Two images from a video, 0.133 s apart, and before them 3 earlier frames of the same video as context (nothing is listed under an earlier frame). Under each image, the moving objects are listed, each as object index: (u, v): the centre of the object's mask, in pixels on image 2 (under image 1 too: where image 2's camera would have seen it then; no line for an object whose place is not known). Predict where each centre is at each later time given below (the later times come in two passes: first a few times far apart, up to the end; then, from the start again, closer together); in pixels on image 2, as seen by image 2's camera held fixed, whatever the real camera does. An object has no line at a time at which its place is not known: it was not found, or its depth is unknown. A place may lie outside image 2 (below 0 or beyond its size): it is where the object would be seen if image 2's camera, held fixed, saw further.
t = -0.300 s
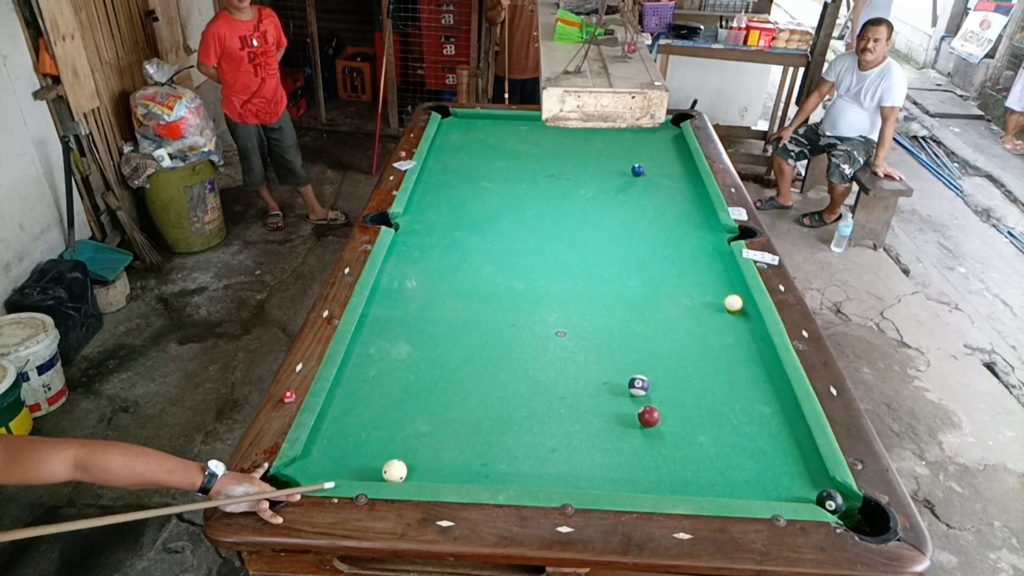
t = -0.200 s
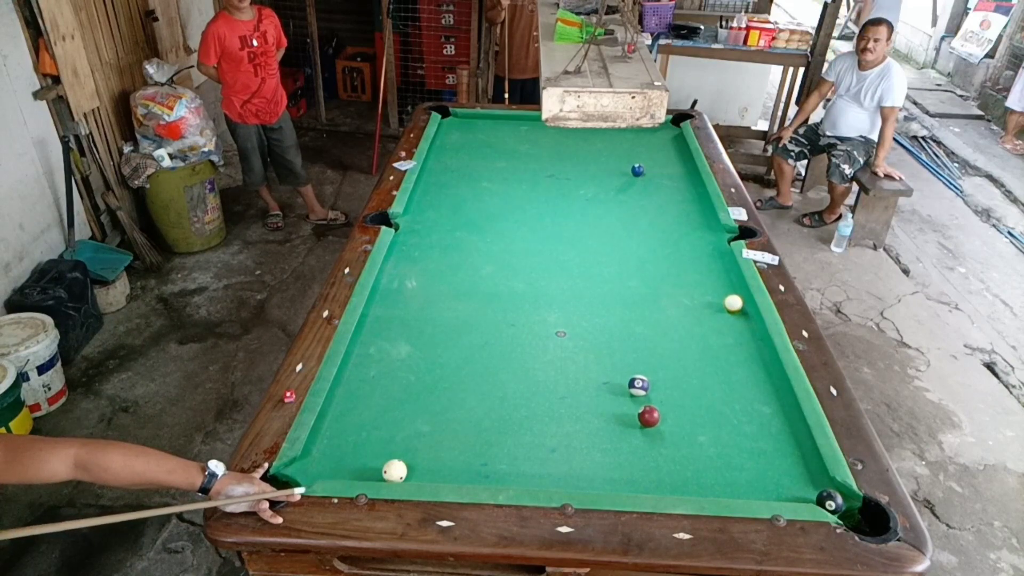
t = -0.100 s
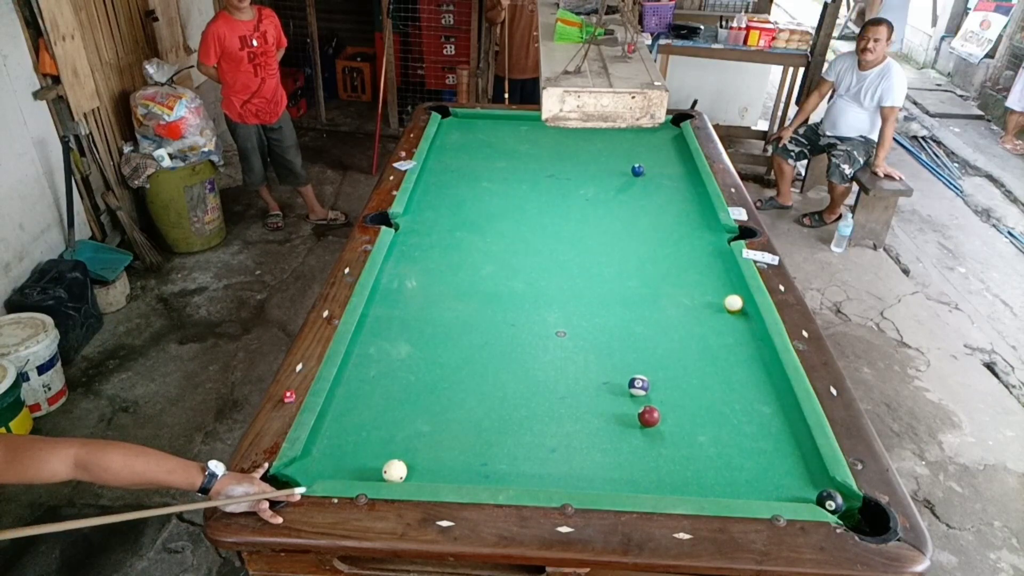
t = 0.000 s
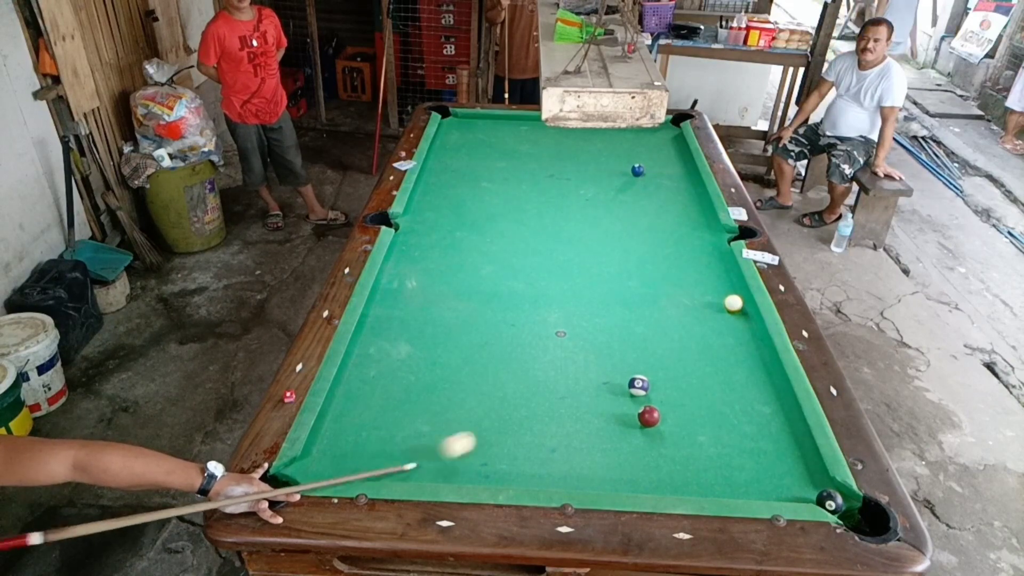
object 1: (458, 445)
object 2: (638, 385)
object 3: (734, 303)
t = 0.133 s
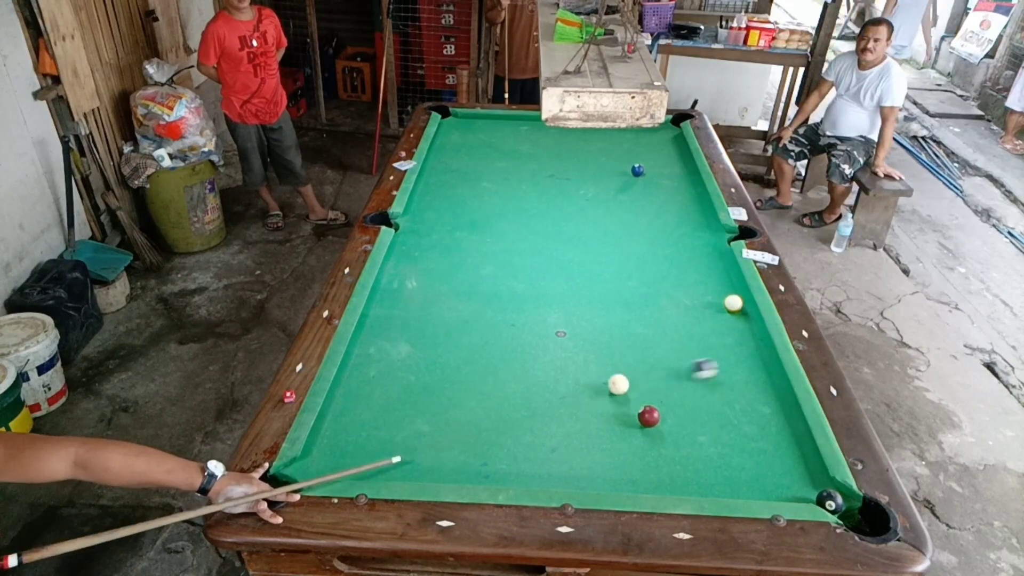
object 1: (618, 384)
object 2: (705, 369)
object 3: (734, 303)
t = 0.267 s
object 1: (610, 369)
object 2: (697, 327)
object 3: (734, 303)
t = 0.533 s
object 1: (594, 340)
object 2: (495, 297)
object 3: (734, 303)
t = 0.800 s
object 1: (581, 316)
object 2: (415, 278)
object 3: (734, 303)
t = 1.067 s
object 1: (569, 294)
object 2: (488, 288)
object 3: (734, 303)
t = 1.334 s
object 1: (559, 275)
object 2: (560, 294)
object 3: (733, 303)
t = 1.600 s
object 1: (551, 258)
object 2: (630, 301)
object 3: (734, 303)
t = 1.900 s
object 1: (542, 242)
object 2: (709, 309)
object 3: (734, 303)
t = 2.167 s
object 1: (536, 228)
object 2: (751, 324)
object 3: (743, 296)
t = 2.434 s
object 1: (530, 217)
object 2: (731, 333)
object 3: (732, 292)
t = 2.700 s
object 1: (525, 206)
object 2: (713, 340)
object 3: (723, 288)
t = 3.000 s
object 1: (520, 195)
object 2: (692, 350)
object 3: (714, 284)
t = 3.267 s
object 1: (516, 187)
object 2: (676, 357)
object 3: (708, 281)
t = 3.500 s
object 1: (514, 181)
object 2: (662, 362)
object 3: (703, 279)
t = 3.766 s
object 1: (511, 174)
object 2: (647, 369)
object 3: (699, 277)
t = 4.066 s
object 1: (508, 168)
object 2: (633, 375)
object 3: (696, 276)
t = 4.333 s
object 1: (506, 163)
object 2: (622, 379)
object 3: (695, 276)
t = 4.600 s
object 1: (504, 159)
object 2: (612, 383)
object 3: (695, 276)
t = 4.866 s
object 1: (502, 156)
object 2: (603, 387)
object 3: (695, 276)
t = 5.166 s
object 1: (500, 152)
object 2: (597, 389)
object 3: (695, 276)
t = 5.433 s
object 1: (499, 150)
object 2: (592, 390)
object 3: (695, 276)
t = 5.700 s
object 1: (498, 148)
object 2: (590, 391)
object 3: (695, 276)
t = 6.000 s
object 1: (497, 147)
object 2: (590, 391)
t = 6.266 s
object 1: (497, 146)
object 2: (590, 391)
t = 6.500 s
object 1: (496, 146)
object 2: (590, 391)
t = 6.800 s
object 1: (496, 145)
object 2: (590, 391)
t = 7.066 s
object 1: (496, 145)
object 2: (590, 391)
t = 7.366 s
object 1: (496, 145)
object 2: (590, 391)
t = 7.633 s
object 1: (496, 145)
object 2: (590, 391)
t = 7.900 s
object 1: (496, 145)
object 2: (590, 391)
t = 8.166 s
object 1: (496, 145)
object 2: (590, 391)
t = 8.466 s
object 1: (496, 145)
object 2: (590, 391)
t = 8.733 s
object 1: (496, 145)
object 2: (590, 391)
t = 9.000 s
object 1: (496, 145)
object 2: (590, 391)
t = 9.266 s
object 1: (496, 145)
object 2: (590, 391)
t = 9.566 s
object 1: (496, 145)
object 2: (590, 391)
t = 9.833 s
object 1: (496, 145)
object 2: (590, 391)
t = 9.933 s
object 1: (496, 145)
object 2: (590, 391)
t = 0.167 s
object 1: (616, 381)
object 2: (753, 357)
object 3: (734, 303)
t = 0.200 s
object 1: (614, 377)
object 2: (756, 347)
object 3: (734, 303)
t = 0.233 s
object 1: (612, 373)
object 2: (726, 334)
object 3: (733, 303)
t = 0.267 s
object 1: (610, 369)
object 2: (697, 327)
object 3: (734, 303)
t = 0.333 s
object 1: (606, 361)
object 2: (637, 320)
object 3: (734, 303)
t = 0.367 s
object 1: (604, 358)
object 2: (610, 318)
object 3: (734, 303)
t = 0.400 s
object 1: (602, 354)
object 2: (586, 311)
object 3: (734, 303)
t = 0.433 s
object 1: (599, 350)
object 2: (562, 309)
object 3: (734, 303)
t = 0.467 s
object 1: (598, 347)
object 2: (539, 304)
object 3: (734, 303)
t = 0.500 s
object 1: (596, 344)
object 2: (516, 301)
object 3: (734, 303)
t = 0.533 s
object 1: (594, 340)
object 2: (495, 297)
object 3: (734, 303)
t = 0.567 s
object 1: (592, 337)
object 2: (472, 293)
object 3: (734, 303)
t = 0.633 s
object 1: (589, 331)
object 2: (430, 284)
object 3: (734, 303)
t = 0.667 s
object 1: (587, 328)
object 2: (409, 281)
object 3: (734, 303)
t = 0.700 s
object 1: (586, 324)
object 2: (389, 277)
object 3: (734, 303)
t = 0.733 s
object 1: (584, 321)
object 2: (391, 276)
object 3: (734, 303)
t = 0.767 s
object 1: (582, 318)
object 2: (404, 277)
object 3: (734, 303)
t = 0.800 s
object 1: (581, 316)
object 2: (415, 278)
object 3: (734, 303)
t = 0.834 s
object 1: (579, 313)
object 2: (426, 280)
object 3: (734, 303)
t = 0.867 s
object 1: (578, 310)
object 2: (435, 282)
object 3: (734, 303)
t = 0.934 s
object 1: (575, 304)
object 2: (453, 283)
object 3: (734, 303)
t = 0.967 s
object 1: (573, 302)
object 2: (462, 285)
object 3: (734, 303)
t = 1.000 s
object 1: (572, 299)
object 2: (470, 285)
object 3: (734, 303)
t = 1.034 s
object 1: (570, 297)
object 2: (480, 286)
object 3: (734, 303)
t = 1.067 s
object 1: (569, 294)
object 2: (488, 288)
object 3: (734, 303)
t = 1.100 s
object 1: (568, 292)
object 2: (497, 288)
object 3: (734, 303)
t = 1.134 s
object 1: (566, 289)
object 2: (506, 289)
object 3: (734, 303)
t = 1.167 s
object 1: (565, 287)
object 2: (515, 290)
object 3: (734, 303)
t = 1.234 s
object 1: (563, 282)
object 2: (533, 292)
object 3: (733, 303)
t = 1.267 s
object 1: (562, 280)
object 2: (541, 293)
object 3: (733, 303)
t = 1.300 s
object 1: (561, 277)
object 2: (550, 293)
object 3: (733, 303)
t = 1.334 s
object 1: (559, 275)
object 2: (560, 294)
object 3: (733, 303)
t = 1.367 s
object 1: (558, 273)
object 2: (568, 295)
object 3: (733, 303)
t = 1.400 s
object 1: (557, 271)
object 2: (577, 296)
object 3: (733, 303)
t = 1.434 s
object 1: (556, 268)
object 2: (587, 297)
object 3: (733, 303)
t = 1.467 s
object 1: (555, 267)
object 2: (595, 298)
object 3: (733, 303)
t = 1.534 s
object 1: (553, 262)
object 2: (613, 299)
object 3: (734, 303)
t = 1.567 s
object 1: (552, 260)
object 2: (622, 301)
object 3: (734, 303)
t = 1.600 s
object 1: (551, 258)
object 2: (630, 301)
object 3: (734, 303)
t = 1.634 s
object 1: (550, 256)
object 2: (640, 302)
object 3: (734, 303)
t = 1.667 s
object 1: (549, 254)
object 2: (648, 303)
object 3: (734, 303)
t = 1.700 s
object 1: (548, 252)
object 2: (656, 303)
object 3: (734, 303)
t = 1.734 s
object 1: (547, 251)
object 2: (666, 304)
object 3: (734, 303)
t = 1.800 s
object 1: (545, 247)
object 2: (683, 306)
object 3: (734, 303)
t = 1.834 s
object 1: (544, 245)
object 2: (693, 307)
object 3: (733, 303)
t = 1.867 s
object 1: (543, 243)
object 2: (702, 308)
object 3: (733, 303)
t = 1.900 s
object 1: (542, 242)
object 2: (709, 309)
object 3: (734, 303)
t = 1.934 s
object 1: (541, 240)
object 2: (719, 310)
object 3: (734, 303)
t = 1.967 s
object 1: (540, 238)
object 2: (726, 312)
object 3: (736, 300)
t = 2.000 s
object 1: (540, 236)
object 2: (733, 314)
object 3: (738, 300)
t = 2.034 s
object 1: (539, 235)
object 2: (739, 317)
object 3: (739, 299)
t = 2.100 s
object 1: (537, 232)
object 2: (753, 321)
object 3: (743, 298)
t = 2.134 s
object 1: (536, 230)
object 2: (753, 323)
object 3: (744, 296)
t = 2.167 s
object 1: (536, 228)
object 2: (751, 324)
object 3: (743, 296)
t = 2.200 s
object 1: (535, 227)
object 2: (748, 325)
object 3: (741, 295)
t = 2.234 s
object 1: (534, 225)
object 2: (746, 326)
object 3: (740, 295)
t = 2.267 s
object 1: (533, 224)
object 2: (743, 327)
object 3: (738, 294)
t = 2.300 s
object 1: (533, 222)
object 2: (741, 328)
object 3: (737, 294)
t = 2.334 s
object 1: (532, 221)
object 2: (738, 329)
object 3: (736, 293)
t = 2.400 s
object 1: (530, 218)
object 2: (733, 332)
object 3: (733, 292)
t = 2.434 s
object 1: (530, 217)
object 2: (731, 333)
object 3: (732, 292)
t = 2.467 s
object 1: (529, 215)
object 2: (729, 334)
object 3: (731, 291)
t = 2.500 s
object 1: (528, 214)
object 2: (727, 335)
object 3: (729, 291)
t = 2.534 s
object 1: (528, 212)
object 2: (724, 336)
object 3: (728, 290)
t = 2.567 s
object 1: (527, 211)
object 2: (722, 337)
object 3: (727, 290)
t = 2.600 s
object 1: (526, 210)
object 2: (720, 338)
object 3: (726, 289)
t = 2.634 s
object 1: (526, 208)
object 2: (718, 339)
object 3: (725, 289)
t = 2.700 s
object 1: (525, 206)
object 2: (713, 340)
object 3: (723, 288)
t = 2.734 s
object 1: (524, 205)
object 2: (710, 341)
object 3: (722, 287)
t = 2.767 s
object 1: (523, 203)
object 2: (708, 342)
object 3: (721, 287)
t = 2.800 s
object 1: (523, 202)
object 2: (706, 343)
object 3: (720, 286)
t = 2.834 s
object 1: (522, 201)
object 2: (703, 345)
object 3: (719, 286)
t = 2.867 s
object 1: (522, 200)
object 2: (701, 346)
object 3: (718, 285)
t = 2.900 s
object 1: (521, 199)
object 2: (699, 347)
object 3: (717, 285)
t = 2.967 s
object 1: (520, 197)
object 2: (694, 349)
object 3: (715, 284)
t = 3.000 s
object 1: (520, 195)
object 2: (692, 350)
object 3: (714, 284)
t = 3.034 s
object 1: (519, 194)
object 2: (690, 351)
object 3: (713, 283)
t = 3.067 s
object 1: (519, 193)
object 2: (688, 351)
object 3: (713, 283)
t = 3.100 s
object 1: (518, 192)
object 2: (686, 352)
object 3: (712, 283)
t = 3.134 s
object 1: (518, 191)
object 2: (684, 353)
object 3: (711, 282)
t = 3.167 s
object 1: (518, 190)
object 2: (682, 354)
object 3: (710, 282)
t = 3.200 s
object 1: (517, 189)
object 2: (680, 355)
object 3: (709, 282)
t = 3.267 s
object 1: (516, 187)
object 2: (676, 357)
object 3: (708, 281)
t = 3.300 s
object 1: (516, 186)
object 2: (674, 357)
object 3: (707, 281)
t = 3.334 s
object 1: (516, 185)
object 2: (672, 358)
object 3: (707, 281)
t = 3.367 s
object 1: (515, 184)
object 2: (670, 359)
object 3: (706, 280)
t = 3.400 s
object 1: (515, 183)
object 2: (668, 360)
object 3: (705, 280)
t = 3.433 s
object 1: (515, 182)
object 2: (666, 360)
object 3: (705, 280)
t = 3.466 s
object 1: (514, 182)
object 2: (664, 361)
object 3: (704, 279)
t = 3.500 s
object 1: (514, 181)
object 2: (662, 362)
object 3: (703, 279)
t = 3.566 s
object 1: (513, 179)
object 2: (658, 364)
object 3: (702, 279)
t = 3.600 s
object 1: (513, 178)
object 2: (656, 365)
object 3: (702, 278)
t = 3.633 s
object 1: (513, 177)
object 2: (654, 366)
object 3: (701, 278)
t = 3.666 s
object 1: (512, 177)
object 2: (652, 366)
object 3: (701, 278)
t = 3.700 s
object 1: (512, 176)
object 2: (650, 367)
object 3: (700, 278)
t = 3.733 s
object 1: (512, 175)
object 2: (649, 368)
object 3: (700, 278)
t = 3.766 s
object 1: (511, 174)
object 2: (647, 369)
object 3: (699, 277)
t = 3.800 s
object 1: (511, 174)
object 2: (645, 369)
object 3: (699, 277)
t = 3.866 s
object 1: (510, 172)
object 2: (643, 370)
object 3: (698, 277)
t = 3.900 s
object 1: (510, 172)
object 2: (641, 371)
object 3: (698, 277)
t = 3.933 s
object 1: (510, 171)
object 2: (639, 372)
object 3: (697, 277)
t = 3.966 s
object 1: (509, 170)
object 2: (637, 373)
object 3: (697, 277)
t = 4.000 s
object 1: (509, 170)
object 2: (636, 373)
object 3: (697, 277)
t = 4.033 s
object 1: (509, 169)
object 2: (634, 374)
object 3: (697, 277)
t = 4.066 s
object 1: (508, 168)
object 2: (633, 375)
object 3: (696, 276)
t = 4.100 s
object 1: (508, 168)
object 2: (632, 375)
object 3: (696, 276)
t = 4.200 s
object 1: (508, 166)
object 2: (627, 377)
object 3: (695, 276)
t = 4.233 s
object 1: (507, 165)
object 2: (626, 378)
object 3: (695, 276)
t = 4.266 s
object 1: (507, 164)
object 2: (625, 378)
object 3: (695, 276)
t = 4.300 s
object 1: (507, 164)
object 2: (624, 379)
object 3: (695, 276)
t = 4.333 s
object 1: (506, 163)
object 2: (622, 379)
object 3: (695, 276)
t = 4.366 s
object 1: (506, 163)
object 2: (621, 380)
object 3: (695, 276)
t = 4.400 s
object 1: (506, 162)
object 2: (619, 380)
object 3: (695, 276)
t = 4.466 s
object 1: (505, 161)
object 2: (617, 381)
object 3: (695, 276)
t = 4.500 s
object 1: (505, 161)
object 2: (616, 382)
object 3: (695, 276)
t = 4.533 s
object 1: (505, 160)
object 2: (614, 383)
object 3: (695, 276)
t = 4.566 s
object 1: (505, 160)
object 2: (613, 383)
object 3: (695, 276)
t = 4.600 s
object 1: (504, 159)
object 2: (612, 383)
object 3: (695, 276)
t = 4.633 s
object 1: (504, 159)
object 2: (611, 384)
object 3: (695, 276)
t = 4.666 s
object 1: (504, 158)
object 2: (610, 384)
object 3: (695, 276)
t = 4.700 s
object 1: (503, 158)
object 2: (609, 385)
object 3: (695, 276)
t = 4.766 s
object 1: (503, 157)
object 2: (606, 385)
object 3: (695, 276)
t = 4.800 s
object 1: (503, 157)
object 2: (605, 386)
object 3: (695, 276)
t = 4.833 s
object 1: (502, 156)
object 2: (604, 386)
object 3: (695, 276)
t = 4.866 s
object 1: (502, 156)
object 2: (603, 387)
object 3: (695, 276)
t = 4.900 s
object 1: (502, 155)
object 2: (603, 387)
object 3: (695, 276)
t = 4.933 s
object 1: (502, 155)
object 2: (602, 388)
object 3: (695, 276)
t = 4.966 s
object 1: (502, 155)
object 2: (601, 388)
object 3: (695, 276)
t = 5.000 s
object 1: (501, 154)
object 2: (600, 388)
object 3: (695, 276)
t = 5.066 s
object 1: (501, 153)
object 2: (599, 389)
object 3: (695, 276)
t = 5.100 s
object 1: (501, 153)
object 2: (598, 389)
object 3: (695, 276)
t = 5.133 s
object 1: (501, 153)
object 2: (597, 389)
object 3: (695, 276)
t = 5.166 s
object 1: (500, 152)
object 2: (597, 389)
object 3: (695, 276)
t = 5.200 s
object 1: (500, 152)
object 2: (596, 389)
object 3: (695, 276)
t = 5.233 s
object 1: (500, 152)
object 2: (596, 390)
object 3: (695, 276)
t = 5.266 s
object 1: (500, 151)
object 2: (595, 390)
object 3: (695, 276)
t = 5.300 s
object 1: (500, 151)
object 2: (594, 390)
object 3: (695, 276)
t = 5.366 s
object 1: (500, 150)
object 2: (593, 390)
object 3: (695, 276)
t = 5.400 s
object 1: (499, 150)
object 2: (593, 390)
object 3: (695, 276)
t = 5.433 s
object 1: (499, 150)
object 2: (592, 390)
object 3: (695, 276)
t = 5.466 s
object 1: (499, 150)
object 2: (592, 390)
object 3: (695, 276)
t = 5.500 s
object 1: (499, 149)
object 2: (592, 391)
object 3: (695, 276)
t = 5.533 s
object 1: (499, 149)
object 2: (591, 390)
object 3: (695, 276)
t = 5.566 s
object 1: (499, 149)
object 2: (591, 391)
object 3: (695, 276)
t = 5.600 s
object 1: (499, 149)
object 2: (591, 391)
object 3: (695, 276)
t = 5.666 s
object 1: (498, 148)
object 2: (590, 391)
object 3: (695, 276)
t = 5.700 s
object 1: (498, 148)
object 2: (590, 391)
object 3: (695, 276)
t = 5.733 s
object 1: (498, 148)
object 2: (590, 391)
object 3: (695, 276)
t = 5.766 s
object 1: (498, 148)
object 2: (590, 391)
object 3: (695, 276)
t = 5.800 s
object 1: (497, 147)
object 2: (590, 391)
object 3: (695, 276)
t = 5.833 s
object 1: (497, 147)
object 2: (590, 391)
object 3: (695, 276)
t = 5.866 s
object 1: (497, 147)
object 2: (590, 391)
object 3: (695, 276)
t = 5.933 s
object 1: (497, 147)
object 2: (590, 391)
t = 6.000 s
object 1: (497, 147)
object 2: (590, 391)
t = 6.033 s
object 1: (497, 147)
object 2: (590, 391)
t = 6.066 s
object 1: (497, 147)
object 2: (590, 391)
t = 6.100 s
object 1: (497, 146)
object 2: (590, 391)
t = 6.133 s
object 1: (497, 146)
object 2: (590, 391)
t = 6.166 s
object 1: (497, 146)
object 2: (590, 391)
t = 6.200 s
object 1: (497, 146)
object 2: (590, 391)
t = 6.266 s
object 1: (497, 146)
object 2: (590, 391)
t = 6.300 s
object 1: (497, 146)
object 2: (590, 391)
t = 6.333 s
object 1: (497, 146)
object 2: (590, 391)
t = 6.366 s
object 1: (497, 146)
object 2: (590, 391)
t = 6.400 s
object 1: (497, 146)
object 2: (590, 391)
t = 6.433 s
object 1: (496, 146)
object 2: (590, 391)
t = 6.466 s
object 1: (496, 146)
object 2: (590, 391)
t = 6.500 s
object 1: (496, 146)
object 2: (590, 391)
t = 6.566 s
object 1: (496, 146)
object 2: (590, 391)
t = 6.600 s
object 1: (496, 146)
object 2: (590, 391)
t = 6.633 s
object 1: (496, 145)
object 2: (590, 391)
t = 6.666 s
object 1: (496, 145)
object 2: (590, 391)
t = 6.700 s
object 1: (496, 145)
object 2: (590, 391)
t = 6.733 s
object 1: (496, 145)
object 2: (590, 391)
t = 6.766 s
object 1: (496, 145)
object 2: (590, 391)
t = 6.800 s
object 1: (496, 145)
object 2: (590, 391)
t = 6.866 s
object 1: (496, 145)
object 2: (590, 391)
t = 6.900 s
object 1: (496, 145)
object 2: (590, 391)
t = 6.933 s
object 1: (496, 145)
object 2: (590, 391)
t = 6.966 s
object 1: (496, 145)
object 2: (591, 391)
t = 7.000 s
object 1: (496, 145)
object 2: (590, 391)
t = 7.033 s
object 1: (496, 145)
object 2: (590, 391)
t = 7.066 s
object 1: (496, 145)
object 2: (590, 391)
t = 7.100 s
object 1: (496, 145)
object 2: (590, 391)
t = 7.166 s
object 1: (496, 145)
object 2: (590, 391)
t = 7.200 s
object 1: (496, 145)
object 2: (590, 391)
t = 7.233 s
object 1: (496, 145)
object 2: (590, 391)
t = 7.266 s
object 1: (496, 145)
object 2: (590, 391)
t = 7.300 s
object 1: (496, 145)
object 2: (590, 391)
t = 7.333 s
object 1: (496, 145)
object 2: (590, 391)
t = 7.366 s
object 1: (496, 145)
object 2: (590, 391)
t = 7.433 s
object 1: (496, 145)
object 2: (590, 391)
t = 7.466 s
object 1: (496, 145)
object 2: (590, 391)
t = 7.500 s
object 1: (496, 145)
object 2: (590, 391)
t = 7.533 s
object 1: (496, 145)
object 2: (590, 391)
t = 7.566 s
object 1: (496, 145)
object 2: (590, 391)
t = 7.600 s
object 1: (496, 145)
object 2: (590, 391)
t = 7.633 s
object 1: (496, 145)
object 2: (590, 391)
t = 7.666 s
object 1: (496, 145)
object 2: (590, 391)
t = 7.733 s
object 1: (496, 145)
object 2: (590, 391)
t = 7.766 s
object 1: (496, 145)
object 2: (590, 391)
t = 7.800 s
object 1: (496, 145)
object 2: (590, 391)
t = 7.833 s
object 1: (496, 145)
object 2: (590, 391)
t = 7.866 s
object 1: (496, 145)
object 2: (590, 391)
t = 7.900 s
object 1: (496, 145)
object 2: (590, 391)
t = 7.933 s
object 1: (496, 145)
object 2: (591, 391)
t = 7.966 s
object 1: (496, 145)
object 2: (590, 391)
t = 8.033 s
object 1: (496, 145)
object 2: (590, 391)
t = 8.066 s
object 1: (496, 145)
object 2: (590, 391)
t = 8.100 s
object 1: (496, 145)
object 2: (590, 391)
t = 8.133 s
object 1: (496, 145)
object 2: (590, 391)
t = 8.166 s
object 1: (496, 145)
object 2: (590, 391)
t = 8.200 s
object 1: (496, 145)
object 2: (590, 391)
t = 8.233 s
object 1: (496, 145)
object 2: (591, 391)
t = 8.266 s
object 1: (496, 145)
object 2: (590, 391)
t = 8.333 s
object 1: (496, 145)
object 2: (591, 391)
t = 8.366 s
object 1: (496, 145)
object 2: (591, 391)
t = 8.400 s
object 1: (496, 145)
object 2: (590, 391)
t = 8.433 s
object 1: (496, 145)
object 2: (590, 391)
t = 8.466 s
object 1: (496, 145)
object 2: (590, 391)
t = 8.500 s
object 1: (496, 145)
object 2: (590, 391)
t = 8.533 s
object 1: (496, 145)
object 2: (590, 391)
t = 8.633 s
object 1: (496, 145)
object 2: (590, 391)
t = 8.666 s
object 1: (496, 145)
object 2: (590, 391)
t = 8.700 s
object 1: (496, 145)
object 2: (590, 391)
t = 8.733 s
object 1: (496, 145)
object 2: (590, 391)
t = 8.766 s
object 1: (496, 145)
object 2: (590, 391)
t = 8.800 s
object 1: (496, 145)
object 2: (590, 391)
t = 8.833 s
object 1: (496, 145)
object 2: (590, 391)
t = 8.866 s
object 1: (496, 145)
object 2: (590, 391)
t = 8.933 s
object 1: (496, 145)
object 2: (590, 391)
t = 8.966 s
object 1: (496, 145)
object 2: (590, 391)
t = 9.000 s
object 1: (496, 145)
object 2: (590, 391)
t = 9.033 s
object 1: (496, 145)
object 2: (590, 391)
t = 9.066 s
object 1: (496, 145)
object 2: (590, 391)
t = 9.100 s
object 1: (496, 145)
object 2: (590, 391)
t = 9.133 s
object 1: (496, 145)
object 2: (590, 391)
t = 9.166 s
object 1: (496, 145)
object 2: (590, 391)
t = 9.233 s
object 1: (496, 145)
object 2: (590, 391)
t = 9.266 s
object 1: (496, 145)
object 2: (590, 391)
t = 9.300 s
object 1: (496, 145)
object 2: (590, 391)
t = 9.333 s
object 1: (496, 145)
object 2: (590, 391)
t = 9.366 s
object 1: (496, 145)
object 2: (590, 391)
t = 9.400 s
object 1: (496, 145)
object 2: (590, 391)
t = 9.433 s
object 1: (496, 145)
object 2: (590, 391)
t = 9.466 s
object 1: (496, 145)
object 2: (590, 391)
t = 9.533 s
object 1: (496, 145)
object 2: (590, 391)
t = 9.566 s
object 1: (496, 145)
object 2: (590, 391)
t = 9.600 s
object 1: (496, 145)
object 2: (590, 391)
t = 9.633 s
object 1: (496, 145)
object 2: (590, 391)
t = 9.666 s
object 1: (496, 145)
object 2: (590, 391)
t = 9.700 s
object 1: (496, 145)
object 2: (590, 391)
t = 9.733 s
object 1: (496, 145)
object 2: (590, 391)
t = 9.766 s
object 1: (496, 145)
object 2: (590, 391)
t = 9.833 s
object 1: (496, 145)
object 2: (590, 391)
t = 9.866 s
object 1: (496, 145)
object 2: (590, 391)
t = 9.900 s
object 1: (496, 145)
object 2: (590, 391)
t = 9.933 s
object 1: (496, 145)
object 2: (590, 391)
